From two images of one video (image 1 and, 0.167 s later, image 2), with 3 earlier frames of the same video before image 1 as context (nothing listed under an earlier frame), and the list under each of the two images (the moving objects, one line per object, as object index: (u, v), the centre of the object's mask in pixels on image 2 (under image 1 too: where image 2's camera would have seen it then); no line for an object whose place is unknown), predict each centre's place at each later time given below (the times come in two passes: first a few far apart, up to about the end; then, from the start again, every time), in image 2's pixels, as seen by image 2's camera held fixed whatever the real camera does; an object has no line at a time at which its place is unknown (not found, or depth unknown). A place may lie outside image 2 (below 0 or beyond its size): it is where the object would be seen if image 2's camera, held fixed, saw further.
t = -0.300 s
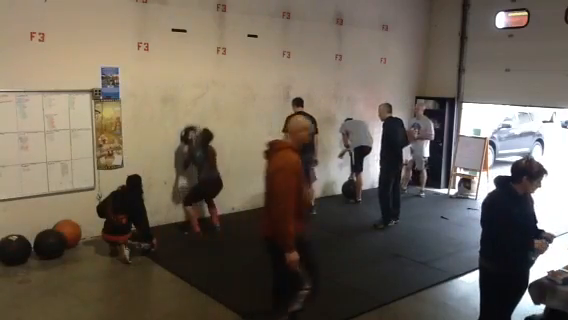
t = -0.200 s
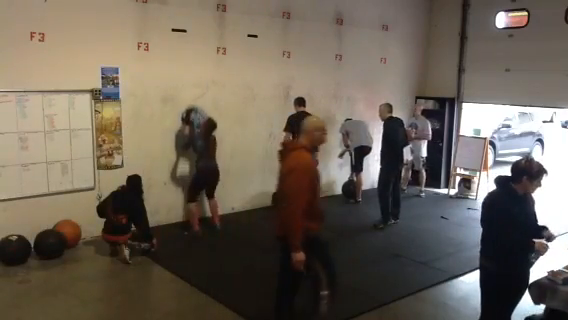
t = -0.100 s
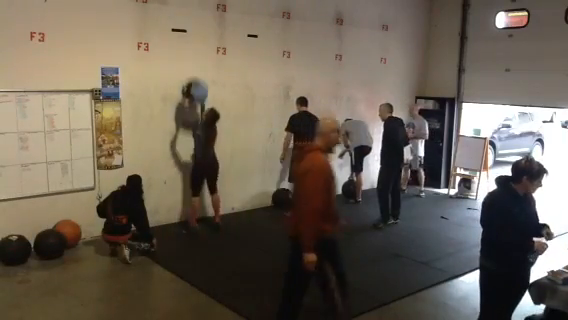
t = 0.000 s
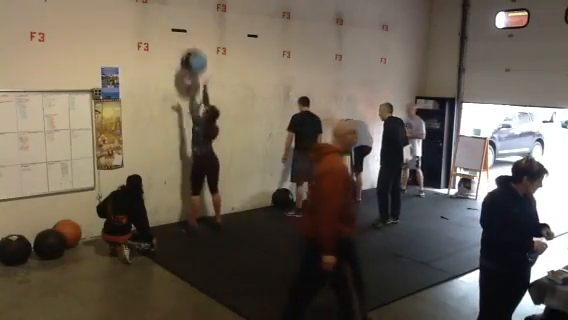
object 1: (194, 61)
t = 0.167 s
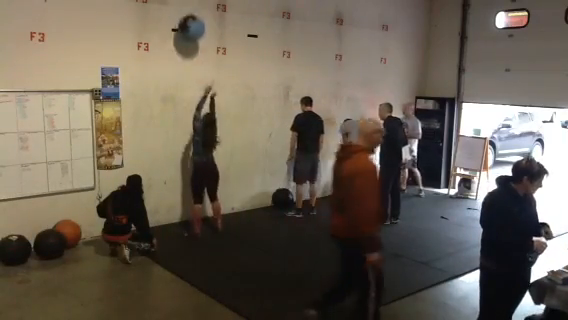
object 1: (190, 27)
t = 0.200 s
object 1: (190, 23)
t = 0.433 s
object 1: (186, 17)
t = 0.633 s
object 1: (188, 37)
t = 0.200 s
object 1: (190, 23)
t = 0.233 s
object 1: (189, 20)
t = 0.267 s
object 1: (188, 18)
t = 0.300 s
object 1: (187, 17)
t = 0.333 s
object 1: (187, 16)
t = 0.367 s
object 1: (187, 16)
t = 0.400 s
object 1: (186, 16)
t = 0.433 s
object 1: (186, 17)
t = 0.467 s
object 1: (186, 18)
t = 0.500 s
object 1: (187, 19)
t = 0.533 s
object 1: (187, 22)
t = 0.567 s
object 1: (188, 26)
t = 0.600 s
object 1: (188, 30)
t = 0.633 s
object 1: (188, 37)
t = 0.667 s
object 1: (189, 44)
